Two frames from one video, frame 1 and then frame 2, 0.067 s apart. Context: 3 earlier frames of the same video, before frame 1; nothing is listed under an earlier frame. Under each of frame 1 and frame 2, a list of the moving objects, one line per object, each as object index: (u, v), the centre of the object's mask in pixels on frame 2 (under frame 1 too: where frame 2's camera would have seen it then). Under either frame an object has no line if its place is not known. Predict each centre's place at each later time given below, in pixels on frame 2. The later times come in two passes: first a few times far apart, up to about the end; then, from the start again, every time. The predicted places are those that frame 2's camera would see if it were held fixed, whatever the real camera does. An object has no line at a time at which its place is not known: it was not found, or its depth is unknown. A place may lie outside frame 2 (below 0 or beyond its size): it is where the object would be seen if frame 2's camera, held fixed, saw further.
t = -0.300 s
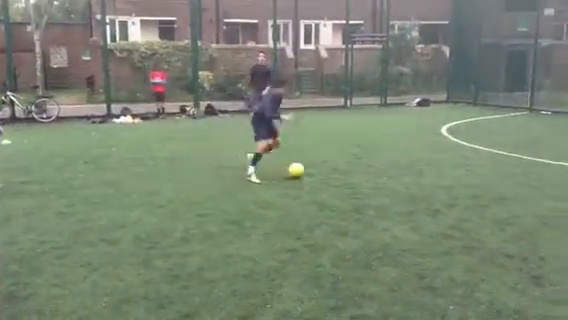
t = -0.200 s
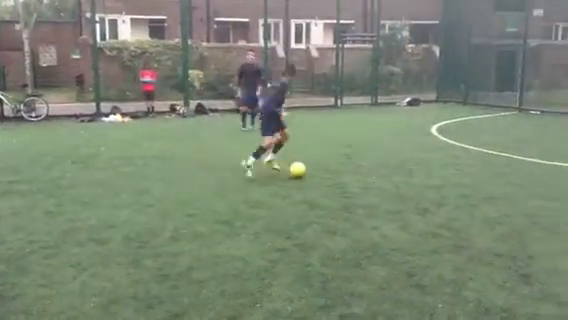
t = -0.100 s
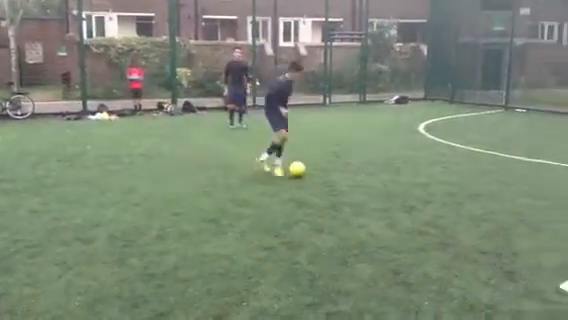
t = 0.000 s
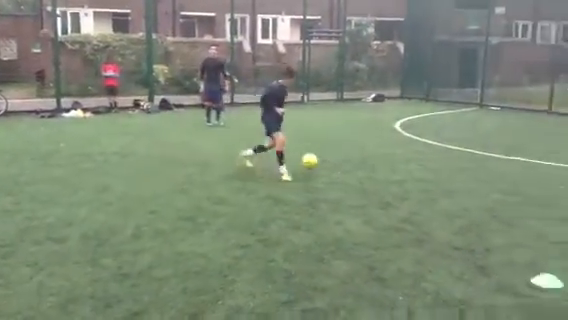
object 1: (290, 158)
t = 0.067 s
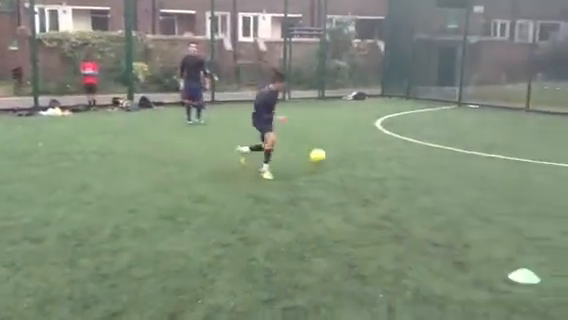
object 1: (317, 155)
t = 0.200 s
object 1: (371, 160)
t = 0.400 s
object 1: (438, 159)
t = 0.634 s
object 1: (512, 162)
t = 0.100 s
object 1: (330, 154)
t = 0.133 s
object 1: (344, 156)
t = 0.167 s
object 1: (358, 157)
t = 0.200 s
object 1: (371, 160)
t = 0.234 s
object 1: (385, 163)
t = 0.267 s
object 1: (396, 164)
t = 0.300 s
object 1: (407, 161)
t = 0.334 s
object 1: (418, 160)
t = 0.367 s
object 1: (428, 159)
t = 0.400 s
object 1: (438, 159)
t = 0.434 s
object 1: (449, 160)
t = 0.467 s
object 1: (460, 162)
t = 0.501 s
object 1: (470, 164)
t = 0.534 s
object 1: (481, 163)
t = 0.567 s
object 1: (490, 161)
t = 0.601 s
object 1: (501, 161)
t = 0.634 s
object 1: (512, 162)
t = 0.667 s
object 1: (522, 164)
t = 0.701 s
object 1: (533, 164)
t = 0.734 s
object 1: (543, 164)
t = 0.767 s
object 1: (552, 163)
